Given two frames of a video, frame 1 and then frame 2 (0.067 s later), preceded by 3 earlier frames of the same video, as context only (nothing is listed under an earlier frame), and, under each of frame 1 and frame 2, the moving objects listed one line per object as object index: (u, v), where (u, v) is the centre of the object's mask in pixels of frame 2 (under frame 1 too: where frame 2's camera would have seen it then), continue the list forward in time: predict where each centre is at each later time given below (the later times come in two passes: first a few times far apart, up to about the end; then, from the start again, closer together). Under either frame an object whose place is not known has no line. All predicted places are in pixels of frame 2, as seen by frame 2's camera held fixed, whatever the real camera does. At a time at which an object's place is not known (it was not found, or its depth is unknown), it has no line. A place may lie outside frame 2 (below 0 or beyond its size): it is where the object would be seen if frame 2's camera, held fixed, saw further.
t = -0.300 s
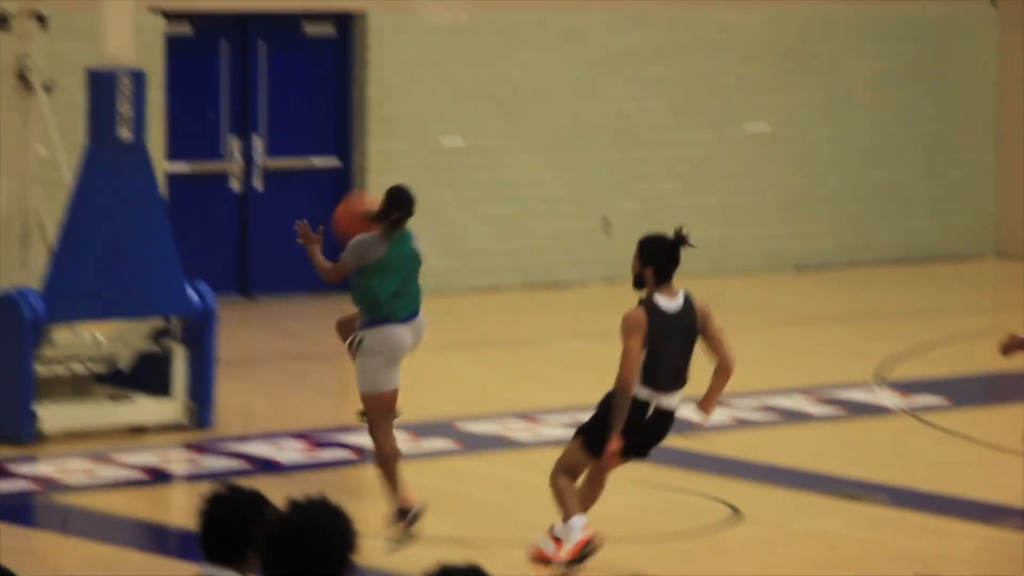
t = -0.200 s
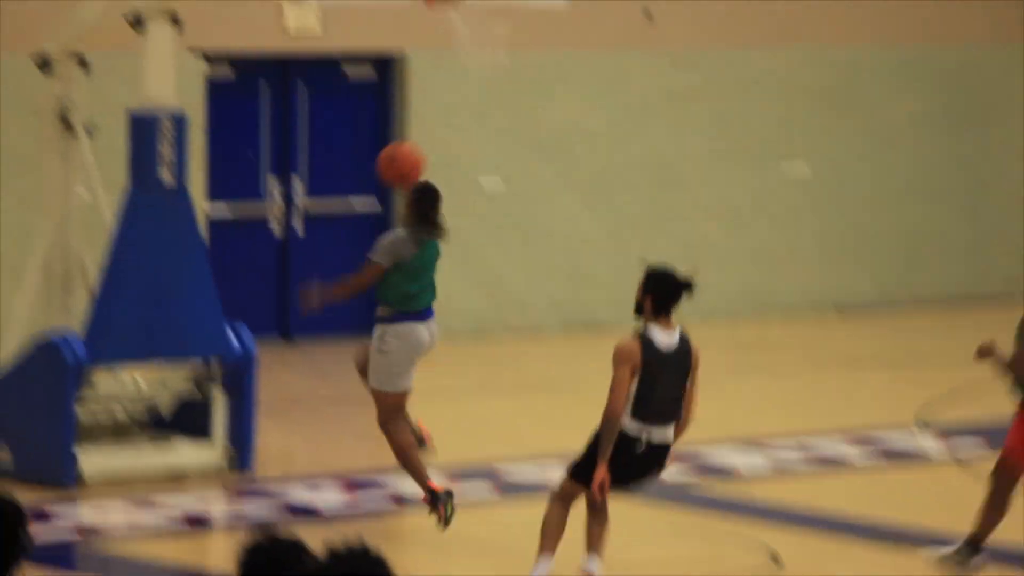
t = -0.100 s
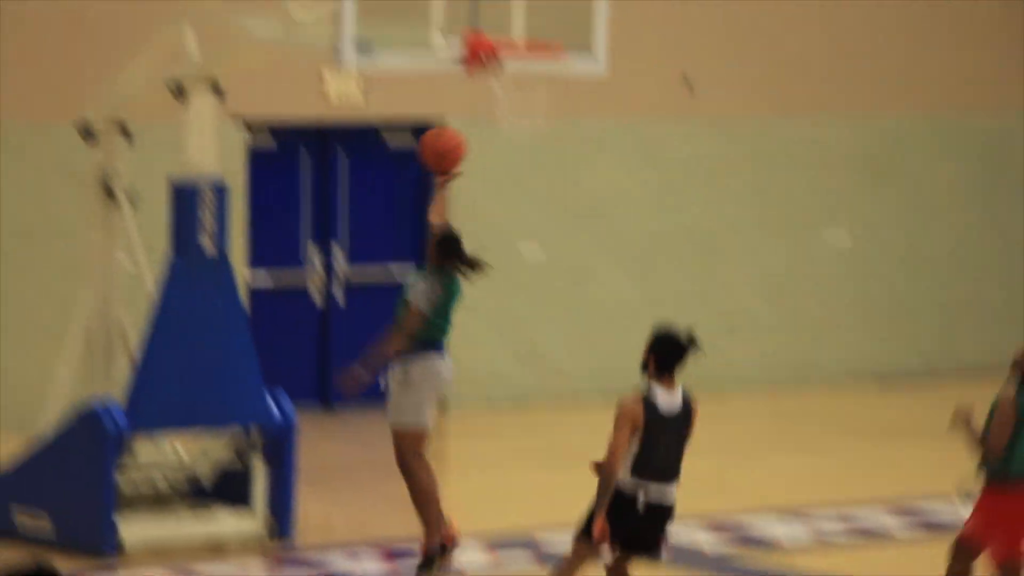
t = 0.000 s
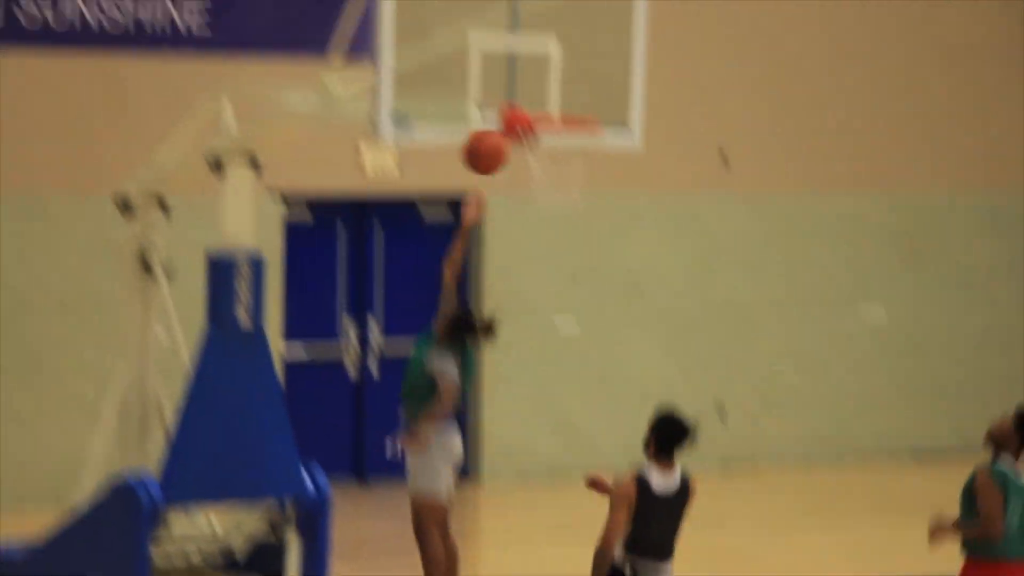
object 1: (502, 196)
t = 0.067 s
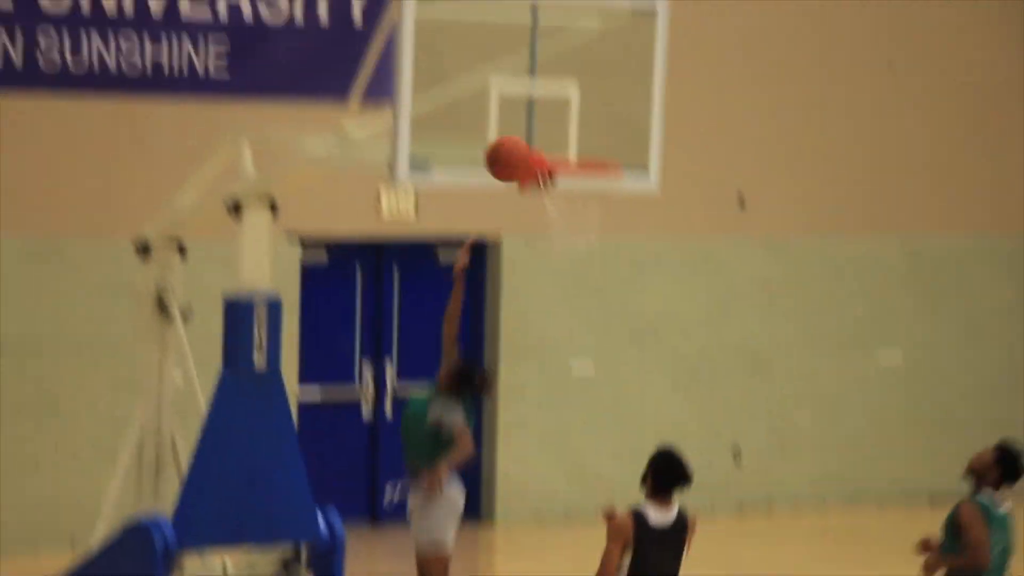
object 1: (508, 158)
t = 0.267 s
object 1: (522, 104)
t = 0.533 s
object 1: (547, 133)
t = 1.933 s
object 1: (604, 300)
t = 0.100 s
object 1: (510, 144)
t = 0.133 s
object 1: (513, 132)
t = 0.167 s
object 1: (516, 122)
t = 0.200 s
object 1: (518, 114)
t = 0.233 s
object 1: (520, 108)
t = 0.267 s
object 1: (522, 104)
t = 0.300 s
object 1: (524, 102)
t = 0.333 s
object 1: (527, 102)
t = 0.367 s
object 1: (529, 104)
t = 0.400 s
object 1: (531, 108)
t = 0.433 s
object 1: (533, 114)
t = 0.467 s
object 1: (535, 122)
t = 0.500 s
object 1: (541, 127)
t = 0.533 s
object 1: (547, 133)
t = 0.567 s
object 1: (554, 140)
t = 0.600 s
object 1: (562, 145)
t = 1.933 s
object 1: (604, 300)
